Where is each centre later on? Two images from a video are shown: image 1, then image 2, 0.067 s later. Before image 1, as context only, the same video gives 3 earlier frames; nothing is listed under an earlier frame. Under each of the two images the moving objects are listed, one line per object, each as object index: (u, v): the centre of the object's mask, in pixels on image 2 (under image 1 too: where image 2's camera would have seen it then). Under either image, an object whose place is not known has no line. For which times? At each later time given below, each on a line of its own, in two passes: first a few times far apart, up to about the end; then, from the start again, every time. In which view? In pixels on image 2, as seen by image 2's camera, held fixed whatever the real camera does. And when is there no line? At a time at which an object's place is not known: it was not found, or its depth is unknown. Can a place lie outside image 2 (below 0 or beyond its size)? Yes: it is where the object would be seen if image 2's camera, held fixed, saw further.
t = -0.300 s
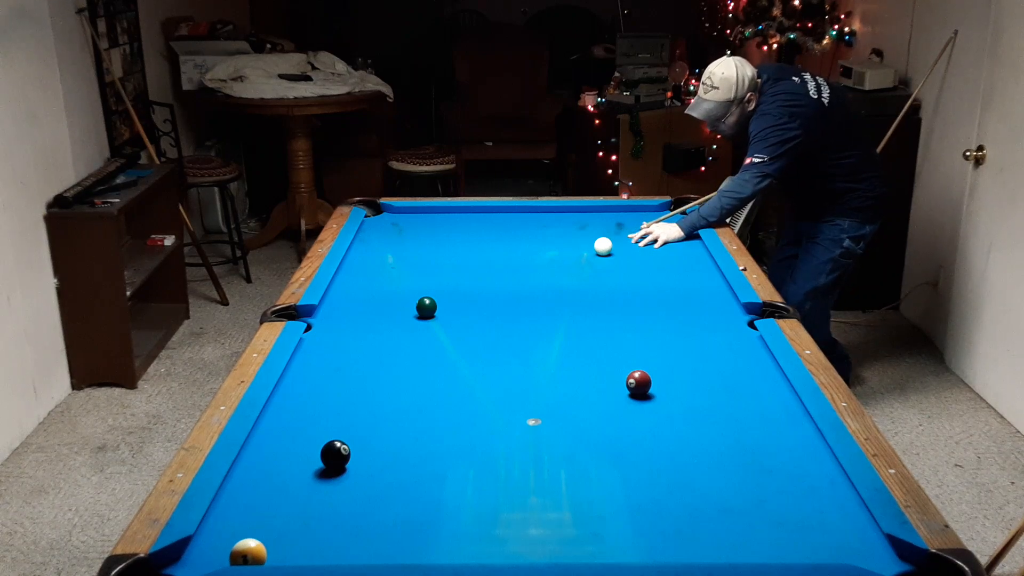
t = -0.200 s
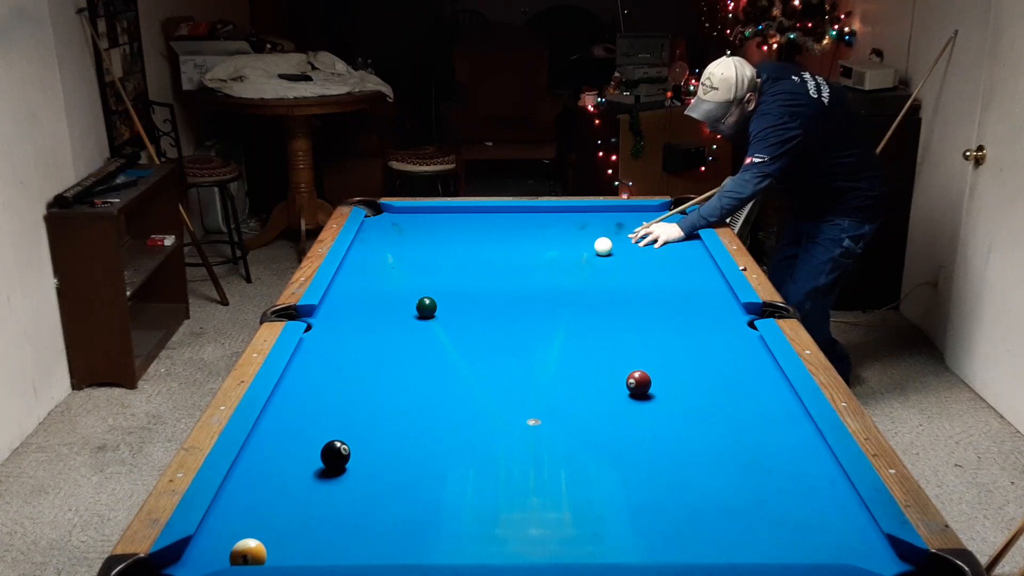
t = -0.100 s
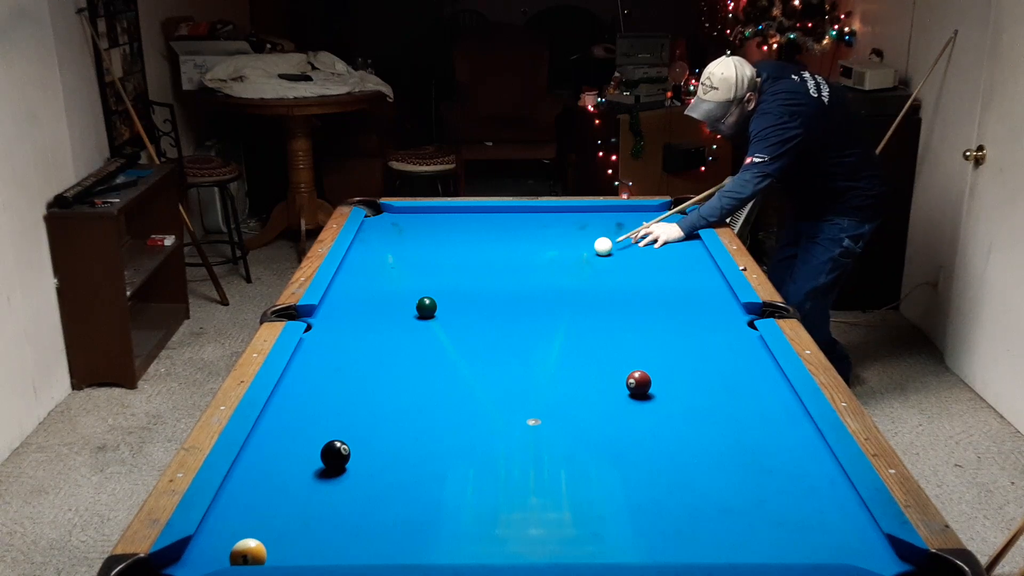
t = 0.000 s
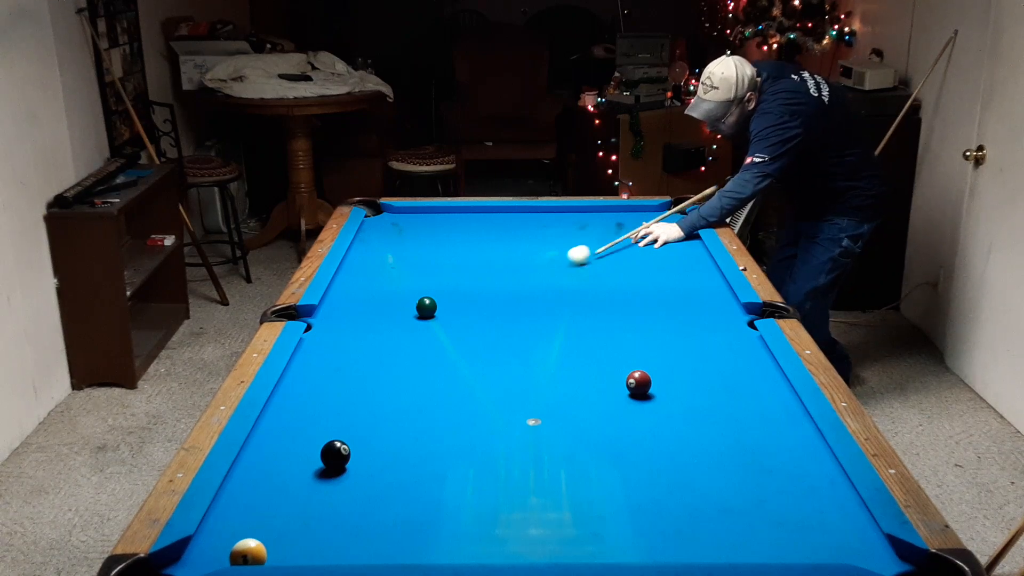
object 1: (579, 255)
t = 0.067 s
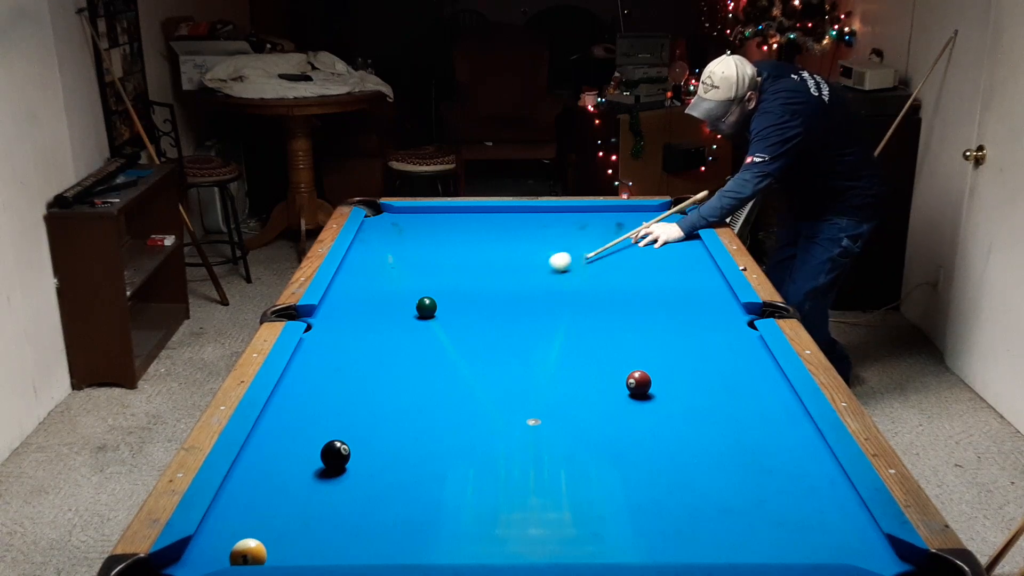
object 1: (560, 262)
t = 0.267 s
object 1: (507, 282)
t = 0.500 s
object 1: (448, 308)
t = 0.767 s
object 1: (440, 334)
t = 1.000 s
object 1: (431, 360)
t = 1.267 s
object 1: (419, 392)
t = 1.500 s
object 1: (407, 423)
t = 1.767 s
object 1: (391, 463)
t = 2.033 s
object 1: (373, 509)
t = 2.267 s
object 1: (355, 550)
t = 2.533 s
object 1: (363, 522)
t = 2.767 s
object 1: (369, 495)
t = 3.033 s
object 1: (376, 469)
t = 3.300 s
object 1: (383, 446)
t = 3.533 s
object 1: (389, 428)
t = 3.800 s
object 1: (393, 411)
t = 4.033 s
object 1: (397, 397)
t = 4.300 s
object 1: (400, 384)
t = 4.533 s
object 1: (403, 373)
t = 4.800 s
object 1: (407, 363)
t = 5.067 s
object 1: (410, 354)
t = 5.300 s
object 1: (413, 347)
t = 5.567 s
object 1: (415, 340)
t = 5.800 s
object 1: (417, 335)
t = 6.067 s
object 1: (419, 330)
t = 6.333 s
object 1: (420, 326)
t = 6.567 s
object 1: (421, 324)
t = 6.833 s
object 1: (421, 321)
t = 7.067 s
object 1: (421, 320)
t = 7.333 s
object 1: (421, 319)
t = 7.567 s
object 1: (421, 318)
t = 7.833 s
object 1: (422, 318)
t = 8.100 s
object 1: (422, 318)
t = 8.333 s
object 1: (422, 318)
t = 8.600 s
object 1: (422, 318)
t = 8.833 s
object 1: (422, 318)
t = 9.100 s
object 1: (421, 318)
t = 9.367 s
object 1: (421, 318)
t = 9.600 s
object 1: (421, 318)
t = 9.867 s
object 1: (421, 318)
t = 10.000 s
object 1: (421, 318)
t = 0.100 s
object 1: (552, 265)
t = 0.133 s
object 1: (543, 268)
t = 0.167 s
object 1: (534, 272)
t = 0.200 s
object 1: (525, 275)
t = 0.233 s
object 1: (516, 278)
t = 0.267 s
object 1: (507, 282)
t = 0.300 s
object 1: (497, 286)
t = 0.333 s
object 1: (487, 289)
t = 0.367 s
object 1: (477, 293)
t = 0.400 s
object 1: (467, 297)
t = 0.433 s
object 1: (457, 300)
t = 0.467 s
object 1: (448, 305)
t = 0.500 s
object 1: (448, 308)
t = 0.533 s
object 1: (448, 311)
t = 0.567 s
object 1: (447, 314)
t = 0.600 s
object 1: (446, 318)
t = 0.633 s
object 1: (445, 321)
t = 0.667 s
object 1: (444, 324)
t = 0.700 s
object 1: (442, 328)
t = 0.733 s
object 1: (441, 331)
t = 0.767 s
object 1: (440, 334)
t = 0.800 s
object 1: (439, 338)
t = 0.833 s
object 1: (438, 341)
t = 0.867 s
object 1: (436, 345)
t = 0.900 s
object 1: (435, 349)
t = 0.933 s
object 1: (434, 352)
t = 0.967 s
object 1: (432, 356)
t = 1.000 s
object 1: (431, 360)
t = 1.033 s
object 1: (429, 364)
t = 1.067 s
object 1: (428, 367)
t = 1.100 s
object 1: (426, 371)
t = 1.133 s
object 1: (425, 375)
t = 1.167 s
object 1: (423, 379)
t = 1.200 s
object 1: (422, 383)
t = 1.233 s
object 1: (420, 387)
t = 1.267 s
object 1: (419, 392)
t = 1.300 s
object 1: (417, 396)
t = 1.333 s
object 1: (415, 400)
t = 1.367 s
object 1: (414, 405)
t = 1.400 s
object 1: (412, 409)
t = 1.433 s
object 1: (410, 414)
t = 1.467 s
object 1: (408, 418)
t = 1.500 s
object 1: (407, 423)
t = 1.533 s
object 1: (405, 428)
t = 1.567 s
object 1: (403, 433)
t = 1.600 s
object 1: (401, 437)
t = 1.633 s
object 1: (399, 442)
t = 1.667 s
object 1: (397, 448)
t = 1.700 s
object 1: (395, 453)
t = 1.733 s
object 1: (393, 458)
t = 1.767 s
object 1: (391, 463)
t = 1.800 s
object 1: (389, 469)
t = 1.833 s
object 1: (387, 474)
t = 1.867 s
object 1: (384, 480)
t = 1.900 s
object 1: (382, 485)
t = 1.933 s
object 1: (380, 492)
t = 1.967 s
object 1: (378, 497)
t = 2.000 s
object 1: (375, 503)
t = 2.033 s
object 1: (373, 509)
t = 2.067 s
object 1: (370, 515)
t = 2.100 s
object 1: (368, 522)
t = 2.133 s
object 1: (365, 528)
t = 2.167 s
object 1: (363, 534)
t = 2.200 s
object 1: (360, 541)
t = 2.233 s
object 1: (358, 547)
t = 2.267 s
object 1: (355, 550)
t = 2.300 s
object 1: (355, 550)
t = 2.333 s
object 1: (356, 548)
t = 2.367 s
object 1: (357, 545)
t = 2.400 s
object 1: (358, 540)
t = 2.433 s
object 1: (359, 536)
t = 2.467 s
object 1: (361, 531)
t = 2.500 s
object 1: (362, 526)
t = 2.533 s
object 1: (363, 522)
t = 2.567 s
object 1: (364, 518)
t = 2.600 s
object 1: (365, 514)
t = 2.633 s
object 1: (366, 511)
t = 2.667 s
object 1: (367, 507)
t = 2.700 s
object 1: (368, 503)
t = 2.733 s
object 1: (368, 498)
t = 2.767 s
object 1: (369, 495)
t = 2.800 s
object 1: (370, 492)
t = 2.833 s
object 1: (371, 488)
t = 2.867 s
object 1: (372, 485)
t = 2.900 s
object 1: (373, 481)
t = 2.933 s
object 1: (374, 478)
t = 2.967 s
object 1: (375, 475)
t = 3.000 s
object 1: (376, 472)
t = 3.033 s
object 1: (376, 469)
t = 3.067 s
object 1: (377, 466)
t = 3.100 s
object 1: (378, 463)
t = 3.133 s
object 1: (379, 460)
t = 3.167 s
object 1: (380, 457)
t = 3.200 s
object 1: (381, 454)
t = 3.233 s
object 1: (382, 451)
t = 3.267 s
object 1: (383, 448)
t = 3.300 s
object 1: (383, 446)
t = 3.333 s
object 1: (384, 443)
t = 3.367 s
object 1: (385, 440)
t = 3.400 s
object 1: (386, 438)
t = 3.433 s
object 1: (386, 435)
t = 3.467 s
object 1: (387, 433)
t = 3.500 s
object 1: (388, 430)
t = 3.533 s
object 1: (389, 428)
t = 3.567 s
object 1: (389, 426)
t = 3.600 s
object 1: (390, 424)
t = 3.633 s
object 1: (390, 421)
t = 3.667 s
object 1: (391, 419)
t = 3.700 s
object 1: (392, 417)
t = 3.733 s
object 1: (392, 415)
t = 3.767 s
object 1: (393, 413)
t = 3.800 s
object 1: (393, 411)
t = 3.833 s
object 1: (394, 408)
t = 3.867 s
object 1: (394, 407)
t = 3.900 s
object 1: (395, 405)
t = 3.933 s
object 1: (395, 403)
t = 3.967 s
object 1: (396, 401)
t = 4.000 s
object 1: (396, 399)
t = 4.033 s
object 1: (397, 397)
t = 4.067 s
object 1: (397, 396)
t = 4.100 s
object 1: (398, 394)
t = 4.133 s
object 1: (398, 392)
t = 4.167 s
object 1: (399, 390)
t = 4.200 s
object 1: (399, 389)
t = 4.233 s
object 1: (399, 387)
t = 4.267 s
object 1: (400, 385)
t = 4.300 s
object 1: (400, 384)
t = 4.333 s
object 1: (401, 382)
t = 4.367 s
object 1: (401, 381)
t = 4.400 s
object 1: (402, 379)
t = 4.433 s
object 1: (402, 378)
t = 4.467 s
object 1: (403, 376)
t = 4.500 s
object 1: (403, 374)
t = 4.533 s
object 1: (403, 373)
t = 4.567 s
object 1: (404, 372)
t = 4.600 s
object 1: (404, 371)
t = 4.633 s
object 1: (405, 369)
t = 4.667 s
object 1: (405, 368)
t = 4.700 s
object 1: (406, 367)
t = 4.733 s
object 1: (406, 366)
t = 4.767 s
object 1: (407, 364)
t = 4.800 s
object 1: (407, 363)
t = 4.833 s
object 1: (408, 362)
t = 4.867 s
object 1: (408, 361)
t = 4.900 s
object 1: (408, 359)
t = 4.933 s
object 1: (409, 358)
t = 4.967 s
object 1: (409, 357)
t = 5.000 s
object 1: (410, 356)
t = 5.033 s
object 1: (410, 355)
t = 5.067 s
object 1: (410, 354)
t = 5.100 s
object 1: (411, 353)
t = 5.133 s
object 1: (411, 352)
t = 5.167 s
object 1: (411, 351)
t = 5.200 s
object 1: (412, 350)
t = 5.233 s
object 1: (412, 349)
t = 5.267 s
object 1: (412, 348)
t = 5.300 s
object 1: (413, 347)
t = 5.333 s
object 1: (413, 346)
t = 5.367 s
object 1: (413, 345)
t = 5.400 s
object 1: (414, 345)
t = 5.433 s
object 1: (414, 344)
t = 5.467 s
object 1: (414, 342)
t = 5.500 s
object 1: (415, 342)
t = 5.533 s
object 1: (415, 341)
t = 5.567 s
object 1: (415, 340)
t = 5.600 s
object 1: (415, 340)
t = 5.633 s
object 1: (416, 339)
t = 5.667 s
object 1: (416, 338)
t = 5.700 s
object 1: (416, 337)
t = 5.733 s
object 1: (417, 337)
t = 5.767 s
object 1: (417, 336)
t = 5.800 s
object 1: (417, 335)
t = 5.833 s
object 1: (417, 335)
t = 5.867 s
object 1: (418, 334)
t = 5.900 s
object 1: (418, 334)
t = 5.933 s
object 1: (418, 333)
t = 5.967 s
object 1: (418, 332)
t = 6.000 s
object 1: (418, 332)
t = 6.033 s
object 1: (419, 331)
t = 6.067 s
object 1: (419, 330)
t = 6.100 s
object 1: (419, 330)
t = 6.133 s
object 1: (419, 329)
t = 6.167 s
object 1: (419, 328)
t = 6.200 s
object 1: (419, 328)
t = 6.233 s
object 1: (420, 328)
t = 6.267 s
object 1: (420, 327)
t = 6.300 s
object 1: (420, 327)
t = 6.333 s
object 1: (420, 326)
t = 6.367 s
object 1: (420, 326)
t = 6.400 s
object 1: (420, 325)
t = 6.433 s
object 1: (420, 325)
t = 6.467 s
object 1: (420, 325)
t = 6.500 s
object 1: (420, 324)
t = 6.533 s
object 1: (420, 324)
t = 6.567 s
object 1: (421, 324)
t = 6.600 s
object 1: (421, 323)
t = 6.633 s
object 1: (421, 323)
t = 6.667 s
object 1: (421, 323)
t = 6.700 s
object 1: (421, 322)
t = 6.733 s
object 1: (421, 322)
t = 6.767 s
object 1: (421, 322)
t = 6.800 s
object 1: (421, 321)
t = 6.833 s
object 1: (421, 321)
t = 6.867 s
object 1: (421, 321)
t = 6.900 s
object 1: (421, 321)
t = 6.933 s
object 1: (421, 320)
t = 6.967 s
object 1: (421, 320)
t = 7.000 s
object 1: (421, 320)
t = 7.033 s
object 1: (421, 320)
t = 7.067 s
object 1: (421, 320)
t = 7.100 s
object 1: (421, 319)
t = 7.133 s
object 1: (421, 319)
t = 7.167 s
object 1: (421, 319)
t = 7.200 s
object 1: (421, 318)
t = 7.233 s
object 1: (421, 318)
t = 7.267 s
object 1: (421, 319)
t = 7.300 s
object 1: (421, 319)
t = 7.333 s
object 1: (421, 319)
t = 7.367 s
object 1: (421, 319)
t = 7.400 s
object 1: (421, 319)
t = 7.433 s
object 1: (421, 319)
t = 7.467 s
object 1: (421, 319)
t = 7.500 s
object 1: (421, 319)
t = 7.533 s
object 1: (421, 319)
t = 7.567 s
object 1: (421, 318)
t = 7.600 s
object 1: (421, 318)
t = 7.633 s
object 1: (421, 318)
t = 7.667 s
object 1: (421, 318)
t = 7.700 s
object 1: (421, 318)
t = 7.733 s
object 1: (421, 318)
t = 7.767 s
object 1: (421, 318)
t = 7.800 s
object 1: (422, 318)
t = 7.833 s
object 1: (422, 318)
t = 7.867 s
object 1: (422, 318)
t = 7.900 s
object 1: (422, 318)
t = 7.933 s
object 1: (422, 318)
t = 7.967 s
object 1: (422, 318)
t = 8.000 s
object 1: (422, 318)
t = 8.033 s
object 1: (422, 318)
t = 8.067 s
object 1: (422, 318)
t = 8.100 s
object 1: (422, 318)
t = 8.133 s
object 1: (421, 318)
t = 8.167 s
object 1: (421, 318)
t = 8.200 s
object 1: (422, 318)
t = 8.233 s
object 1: (421, 318)
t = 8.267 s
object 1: (421, 318)
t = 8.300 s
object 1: (422, 318)
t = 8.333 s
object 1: (422, 318)
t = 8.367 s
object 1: (422, 318)
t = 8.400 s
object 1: (422, 318)
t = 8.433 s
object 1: (422, 318)
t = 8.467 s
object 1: (422, 318)
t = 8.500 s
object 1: (422, 318)
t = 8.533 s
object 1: (422, 318)
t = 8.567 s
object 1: (422, 318)
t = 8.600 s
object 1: (422, 318)
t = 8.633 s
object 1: (422, 318)
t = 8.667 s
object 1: (422, 318)
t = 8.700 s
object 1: (422, 318)
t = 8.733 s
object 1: (422, 318)
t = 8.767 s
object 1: (422, 318)
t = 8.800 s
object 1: (422, 318)
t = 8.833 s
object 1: (422, 318)
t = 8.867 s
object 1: (422, 318)
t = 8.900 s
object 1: (421, 318)
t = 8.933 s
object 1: (422, 318)
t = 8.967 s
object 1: (422, 318)
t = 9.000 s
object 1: (422, 318)
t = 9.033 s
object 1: (422, 318)
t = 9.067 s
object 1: (421, 318)
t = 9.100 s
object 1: (421, 318)
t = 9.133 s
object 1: (421, 318)
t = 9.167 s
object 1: (421, 318)
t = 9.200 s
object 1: (421, 318)
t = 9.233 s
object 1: (421, 318)
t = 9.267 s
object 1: (421, 318)
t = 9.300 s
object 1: (421, 318)
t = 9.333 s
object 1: (421, 318)
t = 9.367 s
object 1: (421, 318)
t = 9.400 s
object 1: (421, 318)
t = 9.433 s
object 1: (421, 318)
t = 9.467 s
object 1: (421, 318)
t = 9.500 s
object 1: (421, 318)
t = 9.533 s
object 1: (421, 318)
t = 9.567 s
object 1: (421, 318)
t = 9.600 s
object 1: (421, 318)
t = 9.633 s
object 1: (421, 318)
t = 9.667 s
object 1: (421, 318)
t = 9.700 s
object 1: (421, 318)
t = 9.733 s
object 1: (421, 318)
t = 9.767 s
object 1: (421, 318)
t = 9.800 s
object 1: (421, 318)
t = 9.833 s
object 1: (421, 318)
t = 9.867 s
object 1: (421, 318)
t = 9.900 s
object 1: (421, 318)
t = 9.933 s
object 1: (421, 318)
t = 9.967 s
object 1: (421, 318)
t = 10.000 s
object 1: (421, 318)
